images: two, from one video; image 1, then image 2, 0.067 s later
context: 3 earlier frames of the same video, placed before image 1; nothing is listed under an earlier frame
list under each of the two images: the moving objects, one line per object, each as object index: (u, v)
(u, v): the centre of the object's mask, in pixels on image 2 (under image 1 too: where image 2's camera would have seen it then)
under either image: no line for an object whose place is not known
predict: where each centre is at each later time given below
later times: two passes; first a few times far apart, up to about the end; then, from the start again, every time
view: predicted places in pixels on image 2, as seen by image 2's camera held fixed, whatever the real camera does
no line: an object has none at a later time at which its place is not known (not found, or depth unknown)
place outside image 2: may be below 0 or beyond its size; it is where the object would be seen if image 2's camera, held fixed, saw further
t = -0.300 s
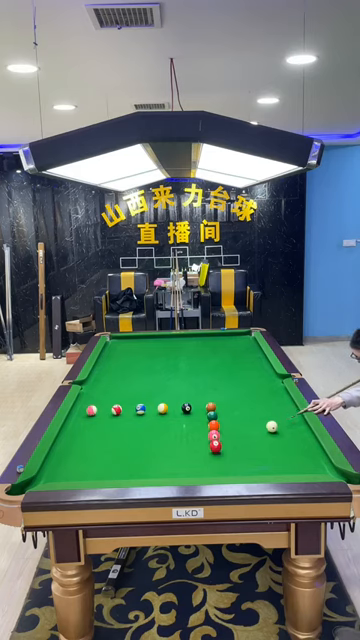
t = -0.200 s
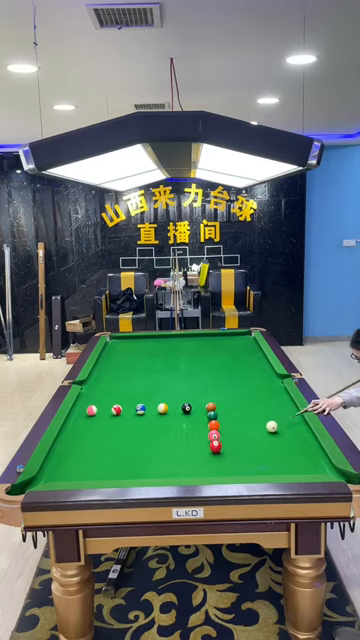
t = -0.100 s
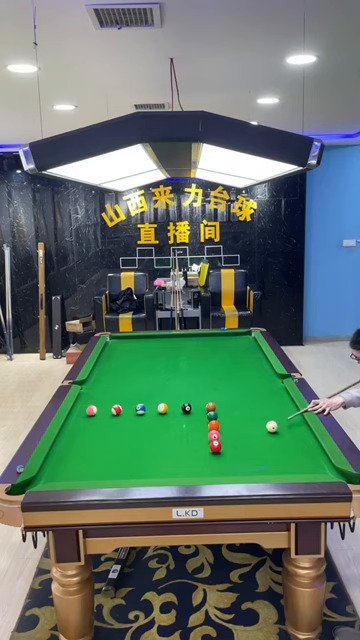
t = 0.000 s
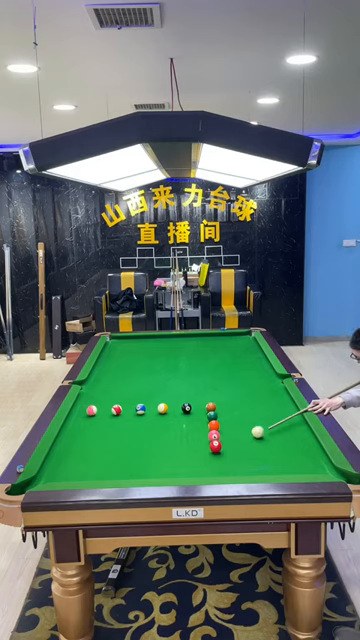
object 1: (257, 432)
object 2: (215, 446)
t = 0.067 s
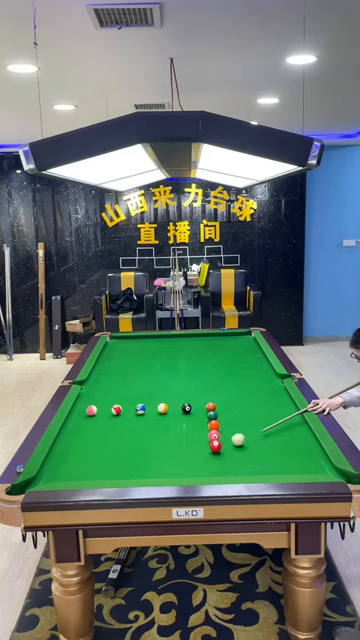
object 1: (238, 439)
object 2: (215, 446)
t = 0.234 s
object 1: (230, 450)
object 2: (176, 455)
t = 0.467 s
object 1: (234, 460)
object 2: (116, 467)
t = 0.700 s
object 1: (239, 469)
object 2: (56, 478)
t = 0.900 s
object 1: (242, 470)
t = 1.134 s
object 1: (243, 465)
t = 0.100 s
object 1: (228, 443)
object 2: (215, 446)
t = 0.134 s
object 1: (228, 446)
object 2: (206, 448)
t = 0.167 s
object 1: (228, 447)
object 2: (196, 450)
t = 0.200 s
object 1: (229, 449)
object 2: (186, 453)
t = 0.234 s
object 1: (230, 450)
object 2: (176, 455)
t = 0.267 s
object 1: (230, 451)
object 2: (166, 457)
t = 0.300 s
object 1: (231, 453)
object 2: (158, 459)
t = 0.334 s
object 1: (232, 454)
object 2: (149, 461)
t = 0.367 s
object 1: (232, 456)
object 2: (141, 462)
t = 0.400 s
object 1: (233, 457)
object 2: (133, 463)
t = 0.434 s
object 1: (233, 459)
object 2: (125, 466)
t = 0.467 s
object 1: (234, 460)
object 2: (116, 467)
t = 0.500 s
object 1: (235, 462)
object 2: (108, 469)
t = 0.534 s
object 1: (236, 463)
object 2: (99, 471)
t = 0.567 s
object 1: (236, 465)
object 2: (91, 472)
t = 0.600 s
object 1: (237, 466)
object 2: (82, 474)
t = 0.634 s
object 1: (238, 468)
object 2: (73, 475)
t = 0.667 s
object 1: (238, 469)
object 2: (65, 476)
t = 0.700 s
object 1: (239, 469)
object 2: (56, 478)
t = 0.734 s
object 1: (239, 471)
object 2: (47, 479)
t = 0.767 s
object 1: (240, 472)
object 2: (37, 481)
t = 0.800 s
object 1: (241, 473)
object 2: (28, 484)
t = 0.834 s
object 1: (241, 472)
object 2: (20, 489)
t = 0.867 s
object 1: (241, 471)
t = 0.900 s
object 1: (242, 470)
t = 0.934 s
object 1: (242, 469)
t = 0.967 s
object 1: (242, 469)
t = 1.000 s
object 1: (242, 468)
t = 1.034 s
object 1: (243, 467)
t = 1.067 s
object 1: (243, 467)
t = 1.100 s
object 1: (243, 466)
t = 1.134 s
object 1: (243, 465)
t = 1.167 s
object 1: (243, 464)
